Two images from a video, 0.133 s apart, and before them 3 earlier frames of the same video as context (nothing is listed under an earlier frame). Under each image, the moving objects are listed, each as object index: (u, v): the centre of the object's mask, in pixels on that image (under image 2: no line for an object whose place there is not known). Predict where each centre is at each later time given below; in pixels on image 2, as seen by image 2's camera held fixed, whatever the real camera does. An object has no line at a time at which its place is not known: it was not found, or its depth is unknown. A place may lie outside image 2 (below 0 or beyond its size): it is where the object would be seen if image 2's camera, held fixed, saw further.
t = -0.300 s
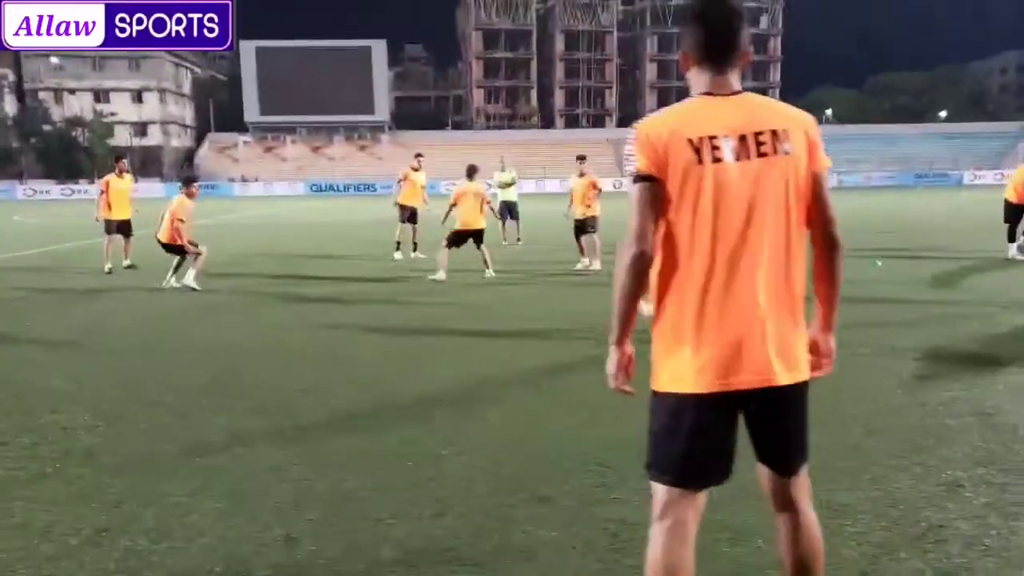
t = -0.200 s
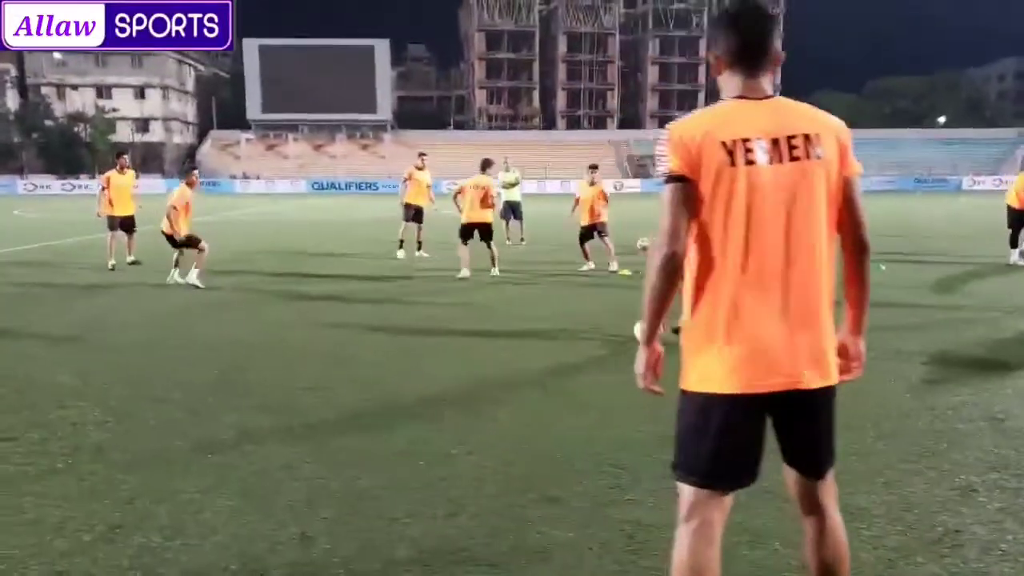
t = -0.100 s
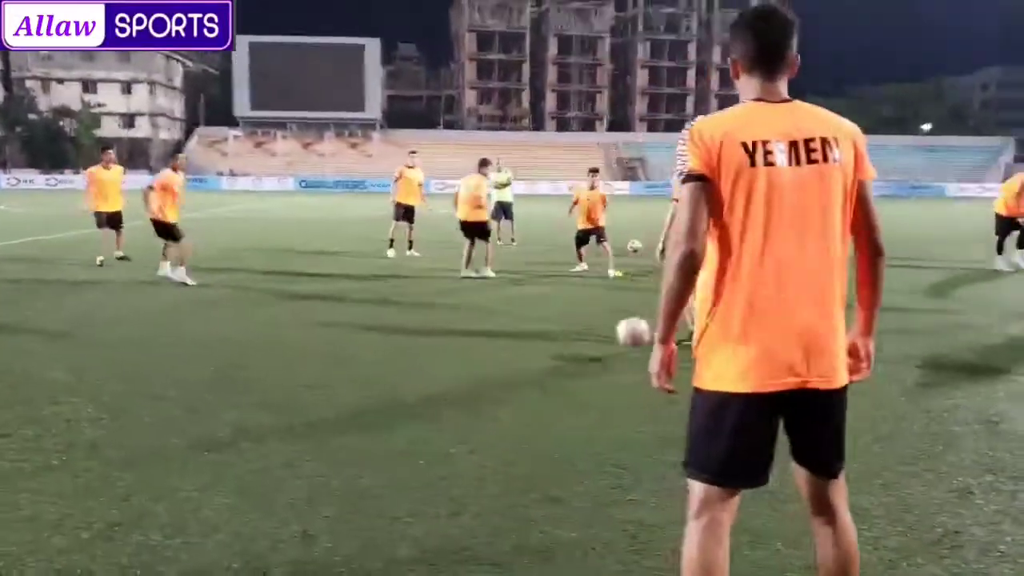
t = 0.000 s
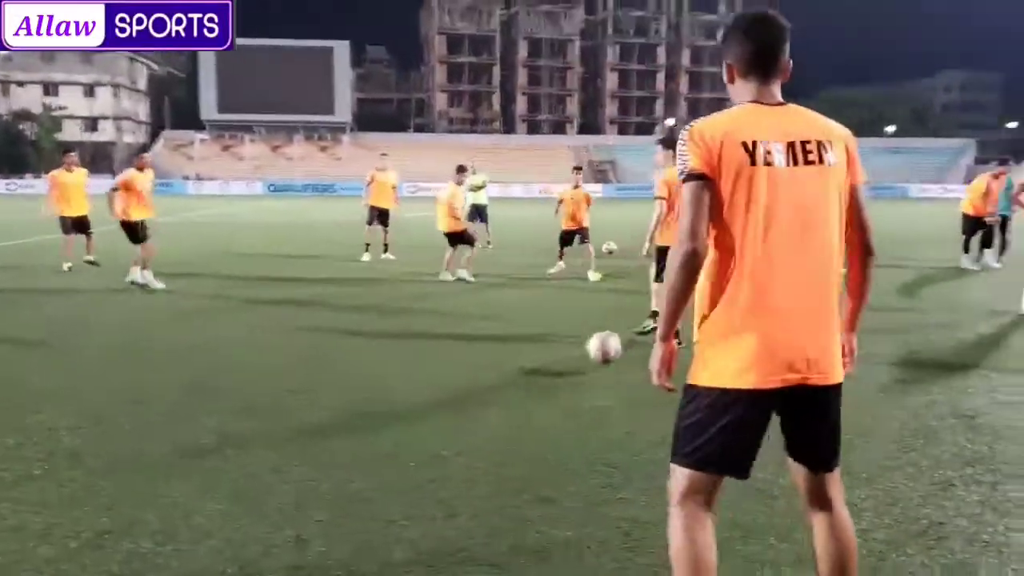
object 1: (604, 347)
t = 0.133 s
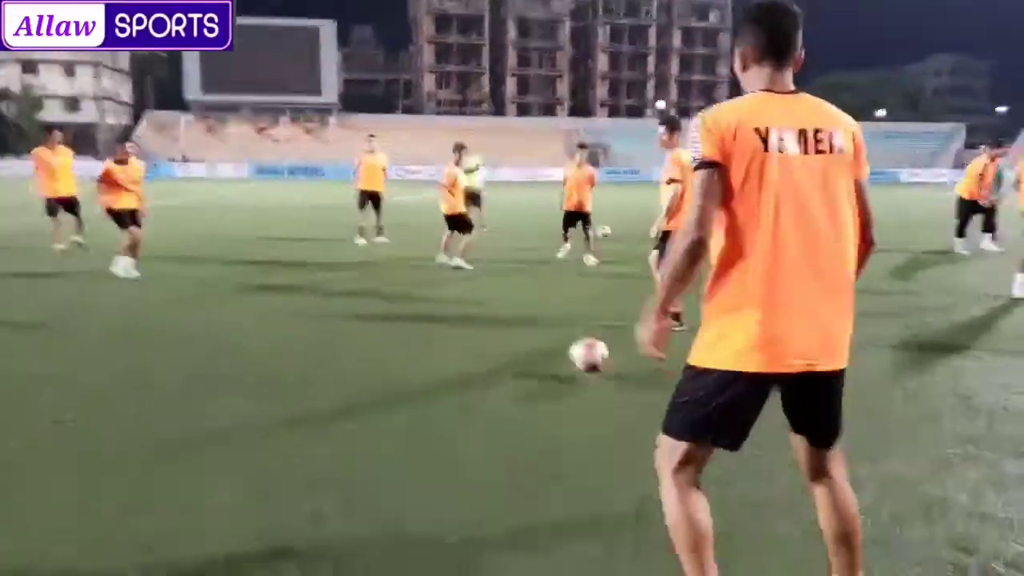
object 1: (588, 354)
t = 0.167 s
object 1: (582, 356)
